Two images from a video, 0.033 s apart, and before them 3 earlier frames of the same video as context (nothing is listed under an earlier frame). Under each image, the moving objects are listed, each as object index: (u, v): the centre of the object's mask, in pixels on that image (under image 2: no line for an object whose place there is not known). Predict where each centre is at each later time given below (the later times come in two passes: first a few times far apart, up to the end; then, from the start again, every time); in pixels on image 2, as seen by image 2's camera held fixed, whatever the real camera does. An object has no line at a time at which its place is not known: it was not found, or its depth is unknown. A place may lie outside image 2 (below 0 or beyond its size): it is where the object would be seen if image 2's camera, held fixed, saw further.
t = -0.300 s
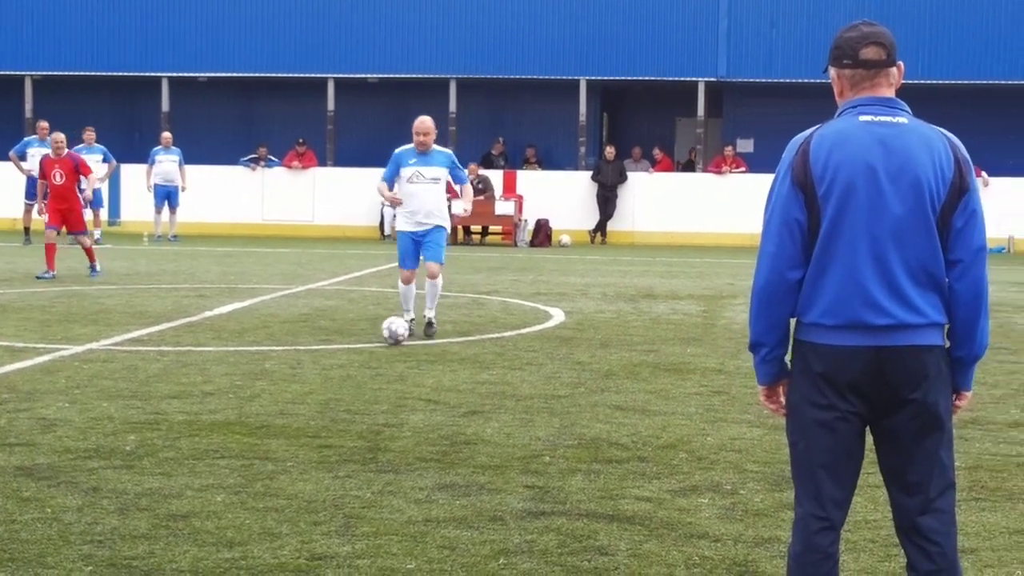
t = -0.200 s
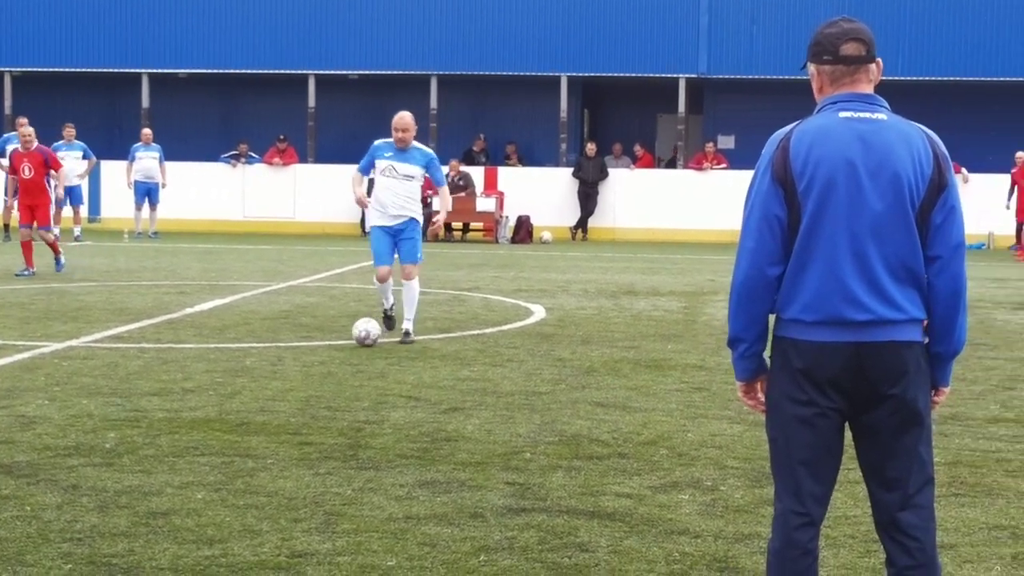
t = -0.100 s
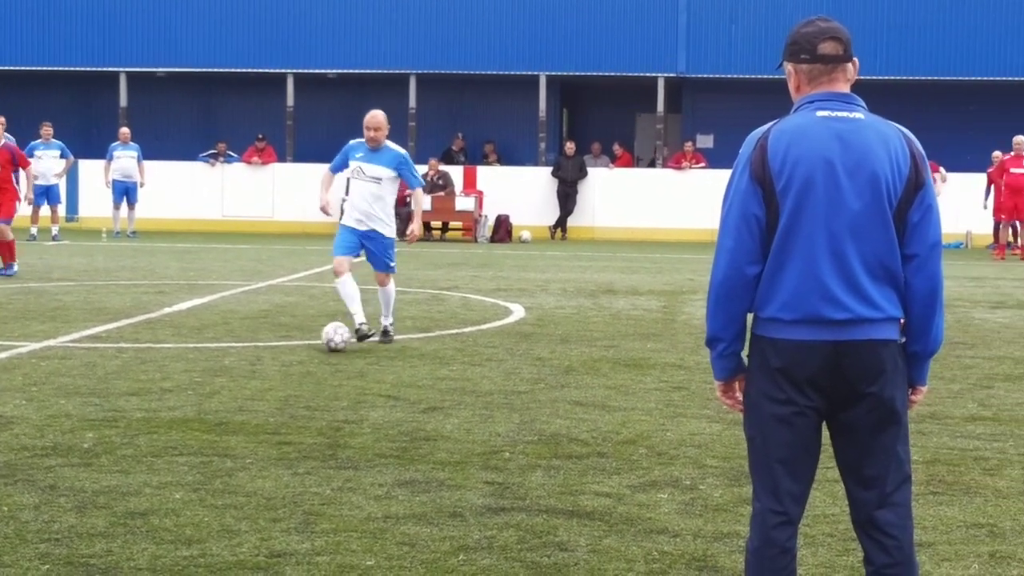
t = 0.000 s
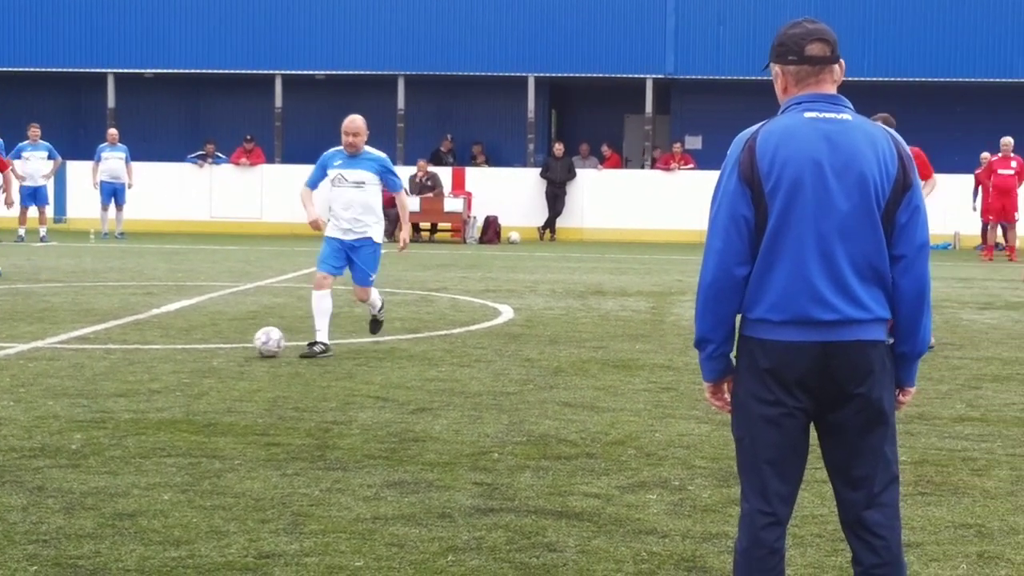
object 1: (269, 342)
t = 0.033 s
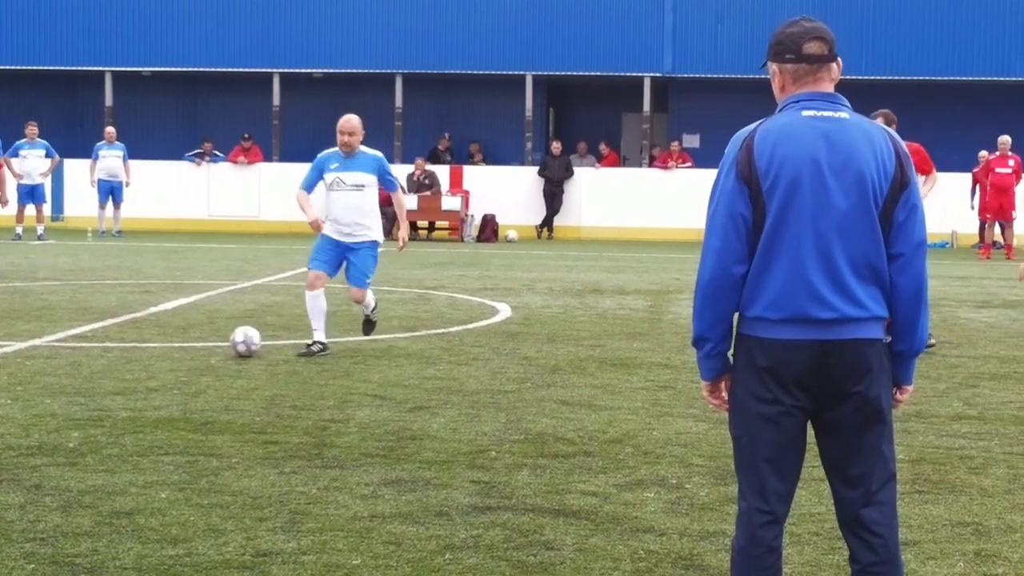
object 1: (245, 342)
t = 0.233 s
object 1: (133, 351)
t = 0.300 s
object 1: (101, 354)
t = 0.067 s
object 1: (225, 344)
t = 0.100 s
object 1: (206, 345)
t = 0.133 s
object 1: (188, 345)
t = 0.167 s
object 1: (169, 347)
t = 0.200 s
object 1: (150, 349)
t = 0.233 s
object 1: (133, 351)
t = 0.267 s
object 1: (117, 352)
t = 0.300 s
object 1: (101, 354)
